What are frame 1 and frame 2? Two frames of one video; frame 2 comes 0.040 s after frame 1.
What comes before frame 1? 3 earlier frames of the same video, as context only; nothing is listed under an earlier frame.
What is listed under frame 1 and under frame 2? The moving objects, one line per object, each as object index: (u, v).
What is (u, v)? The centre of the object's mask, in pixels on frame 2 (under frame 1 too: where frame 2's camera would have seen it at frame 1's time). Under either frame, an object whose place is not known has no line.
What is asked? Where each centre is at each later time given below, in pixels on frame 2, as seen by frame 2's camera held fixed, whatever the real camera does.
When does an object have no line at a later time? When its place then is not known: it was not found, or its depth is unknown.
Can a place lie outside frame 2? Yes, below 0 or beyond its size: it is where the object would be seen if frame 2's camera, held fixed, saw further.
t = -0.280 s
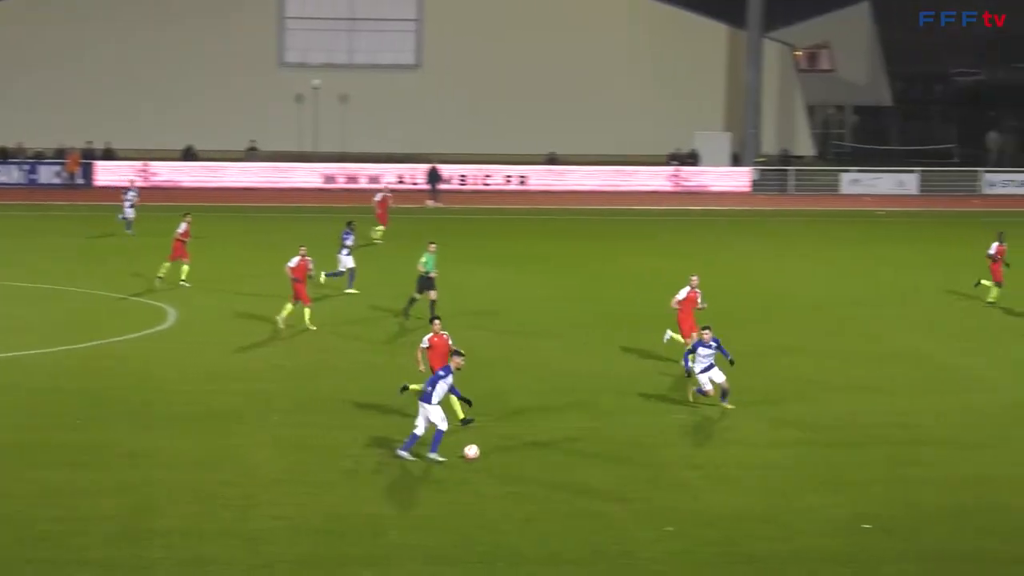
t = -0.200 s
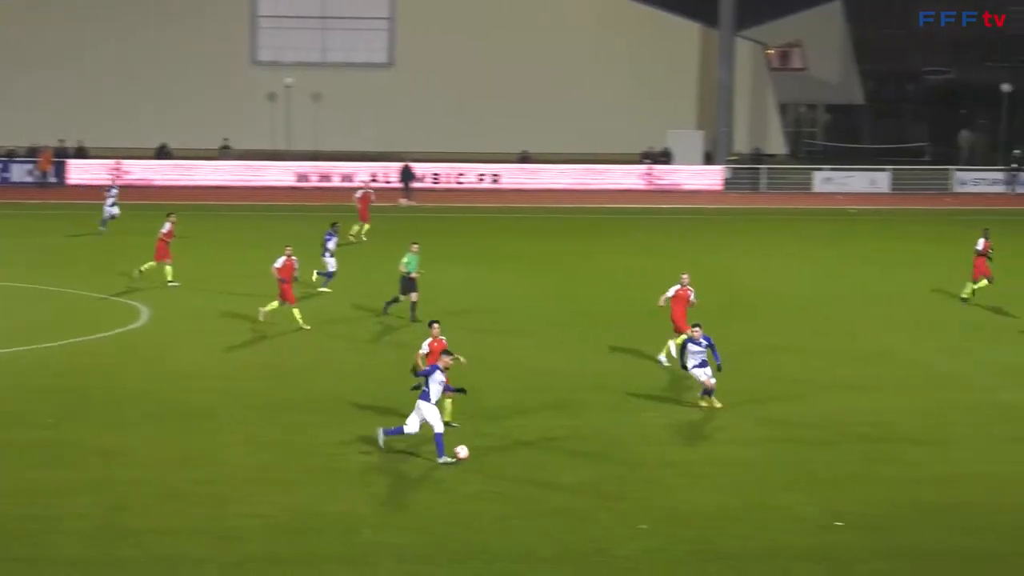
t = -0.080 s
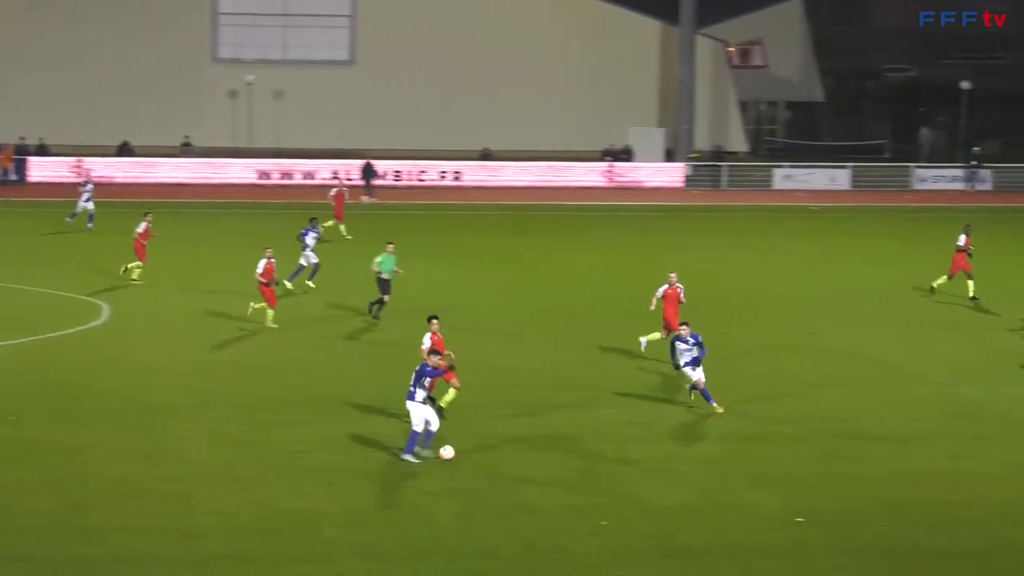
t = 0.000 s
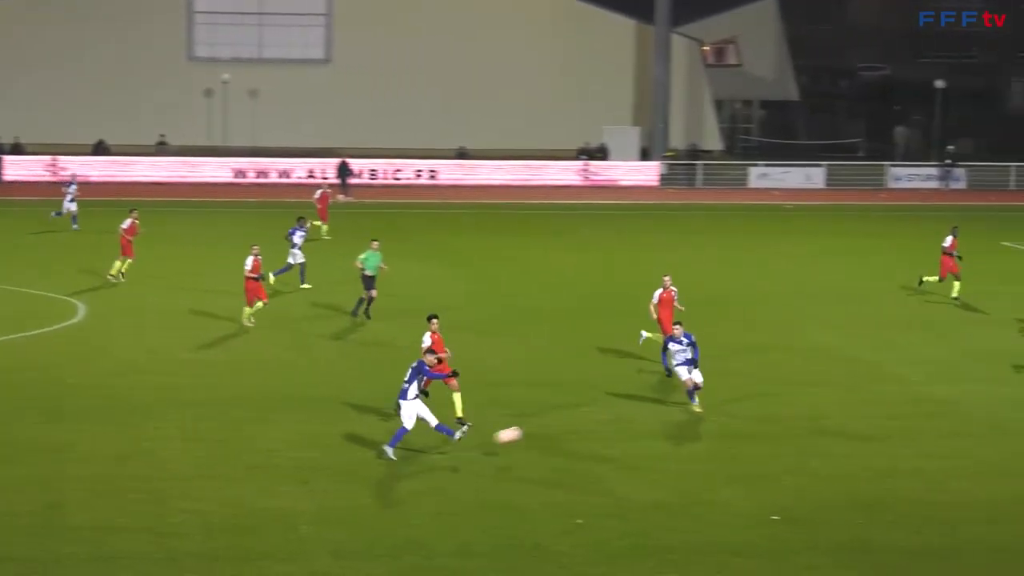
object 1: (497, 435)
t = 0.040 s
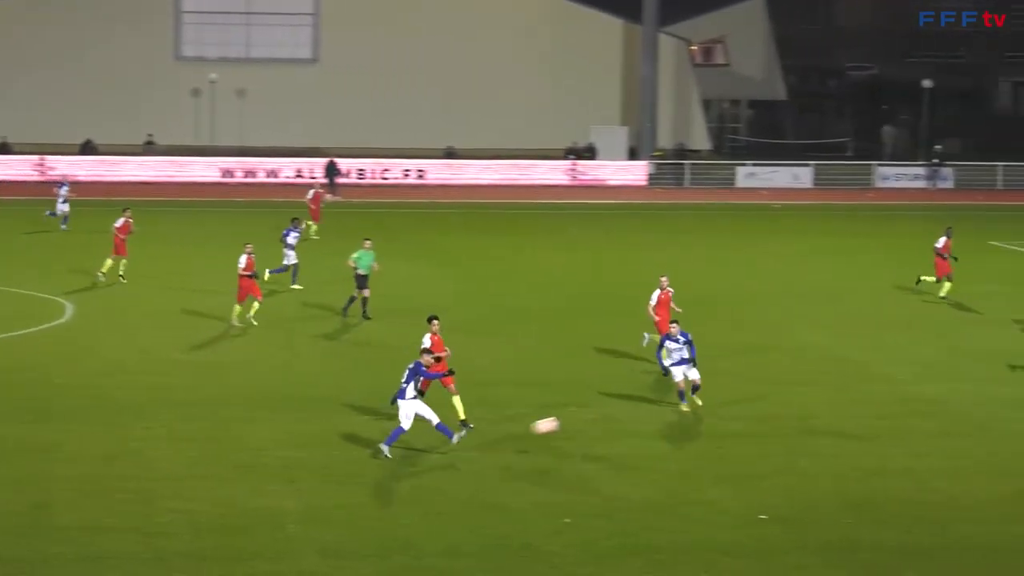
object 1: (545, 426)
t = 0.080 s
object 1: (593, 418)
